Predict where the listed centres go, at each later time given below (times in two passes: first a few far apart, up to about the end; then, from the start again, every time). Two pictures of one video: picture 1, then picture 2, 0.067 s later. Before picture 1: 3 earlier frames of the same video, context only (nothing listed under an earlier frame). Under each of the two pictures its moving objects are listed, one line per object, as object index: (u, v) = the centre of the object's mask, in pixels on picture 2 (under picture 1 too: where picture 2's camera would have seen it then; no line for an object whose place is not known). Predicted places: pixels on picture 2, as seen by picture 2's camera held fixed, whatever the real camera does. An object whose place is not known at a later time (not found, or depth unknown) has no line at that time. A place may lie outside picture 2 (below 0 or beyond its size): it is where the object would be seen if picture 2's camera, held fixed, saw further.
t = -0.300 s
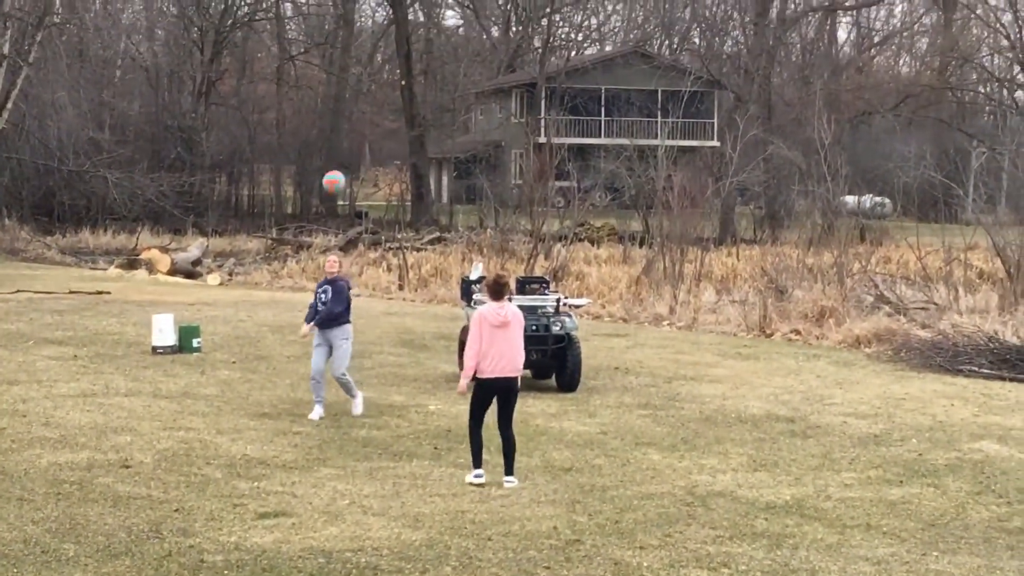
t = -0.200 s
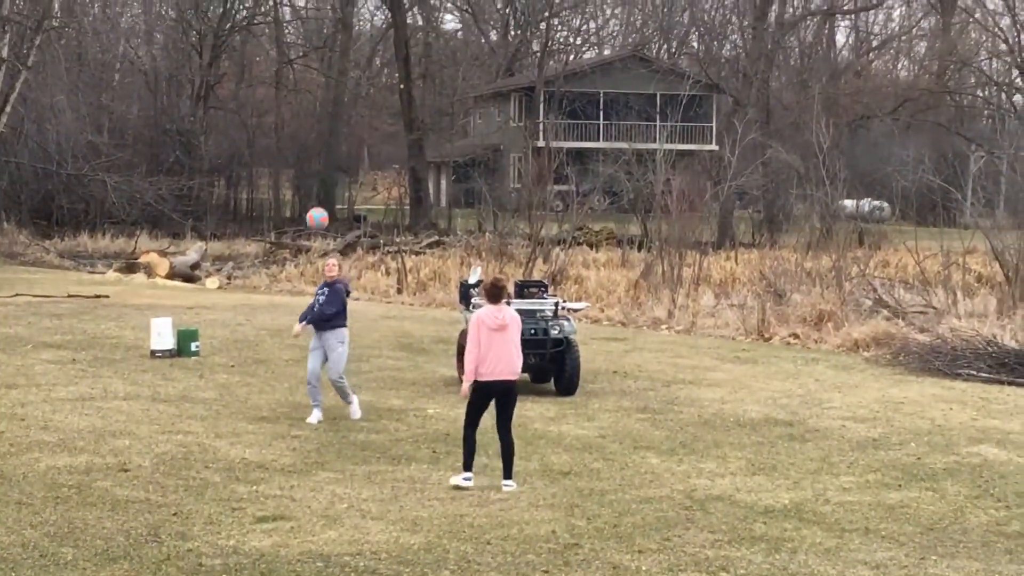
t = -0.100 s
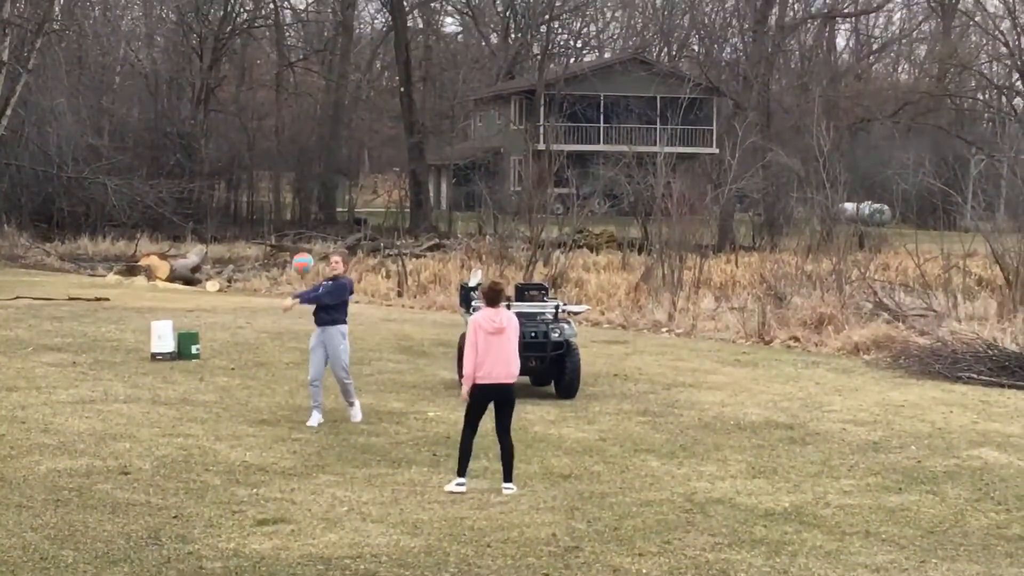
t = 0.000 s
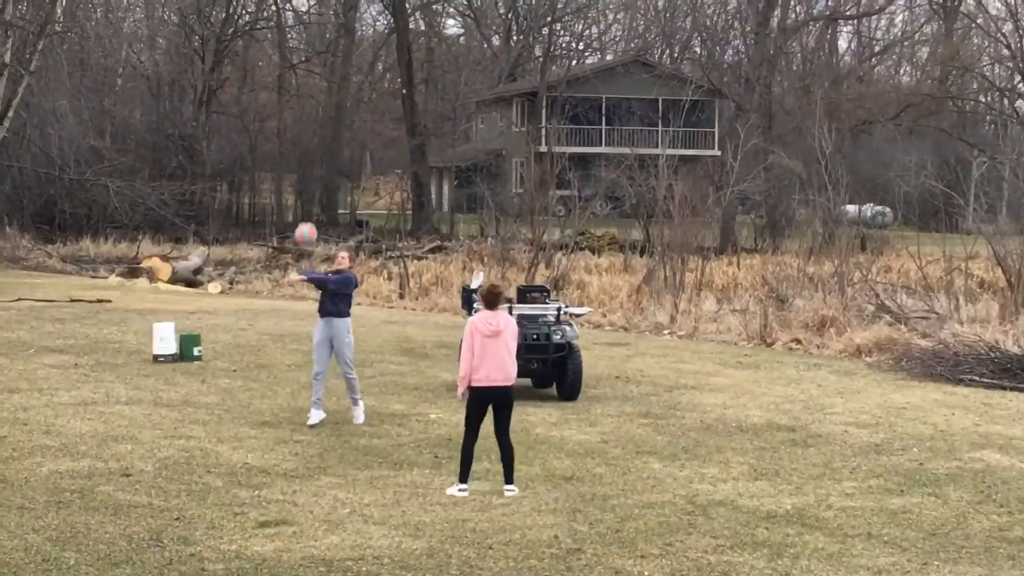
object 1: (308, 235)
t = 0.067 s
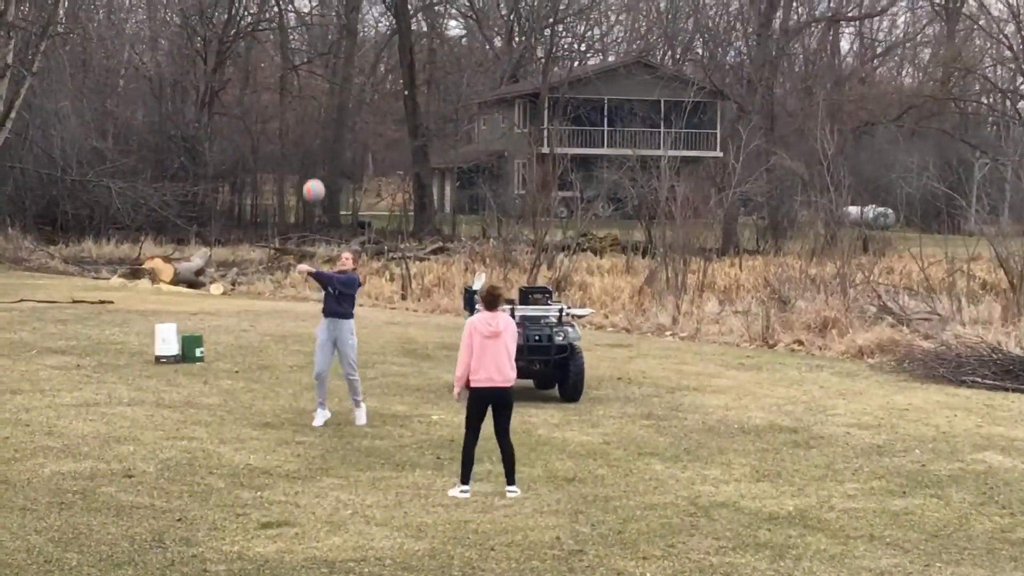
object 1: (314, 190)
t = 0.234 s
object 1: (327, 97)
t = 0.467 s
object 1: (346, 15)
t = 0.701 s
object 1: (365, -12)
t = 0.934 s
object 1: (384, 15)
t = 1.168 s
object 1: (402, 103)
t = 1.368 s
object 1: (417, 223)
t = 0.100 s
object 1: (316, 169)
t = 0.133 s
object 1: (319, 150)
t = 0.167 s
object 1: (322, 131)
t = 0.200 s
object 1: (324, 114)
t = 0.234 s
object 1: (327, 97)
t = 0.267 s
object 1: (330, 82)
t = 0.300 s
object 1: (333, 68)
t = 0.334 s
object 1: (336, 55)
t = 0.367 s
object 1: (339, 44)
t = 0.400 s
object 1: (341, 33)
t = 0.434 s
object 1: (344, 23)
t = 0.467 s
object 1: (346, 15)
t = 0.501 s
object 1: (349, 8)
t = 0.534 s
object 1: (352, 2)
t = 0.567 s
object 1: (354, -4)
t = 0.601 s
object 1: (357, -8)
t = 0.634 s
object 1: (360, -10)
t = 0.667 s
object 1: (363, -11)
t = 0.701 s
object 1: (365, -12)
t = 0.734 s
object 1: (368, -13)
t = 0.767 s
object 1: (371, -11)
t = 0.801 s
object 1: (373, -8)
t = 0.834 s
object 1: (376, -5)
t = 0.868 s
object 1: (378, 1)
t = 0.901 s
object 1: (381, 7)
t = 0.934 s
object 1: (384, 15)
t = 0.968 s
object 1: (386, 24)
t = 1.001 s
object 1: (389, 34)
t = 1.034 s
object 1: (391, 45)
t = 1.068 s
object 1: (394, 59)
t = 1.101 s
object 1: (397, 72)
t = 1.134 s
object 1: (400, 86)
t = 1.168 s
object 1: (402, 103)
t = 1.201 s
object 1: (404, 119)
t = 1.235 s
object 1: (407, 138)
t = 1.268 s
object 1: (410, 158)
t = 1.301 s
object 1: (412, 179)
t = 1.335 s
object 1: (415, 200)
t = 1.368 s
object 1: (417, 223)
